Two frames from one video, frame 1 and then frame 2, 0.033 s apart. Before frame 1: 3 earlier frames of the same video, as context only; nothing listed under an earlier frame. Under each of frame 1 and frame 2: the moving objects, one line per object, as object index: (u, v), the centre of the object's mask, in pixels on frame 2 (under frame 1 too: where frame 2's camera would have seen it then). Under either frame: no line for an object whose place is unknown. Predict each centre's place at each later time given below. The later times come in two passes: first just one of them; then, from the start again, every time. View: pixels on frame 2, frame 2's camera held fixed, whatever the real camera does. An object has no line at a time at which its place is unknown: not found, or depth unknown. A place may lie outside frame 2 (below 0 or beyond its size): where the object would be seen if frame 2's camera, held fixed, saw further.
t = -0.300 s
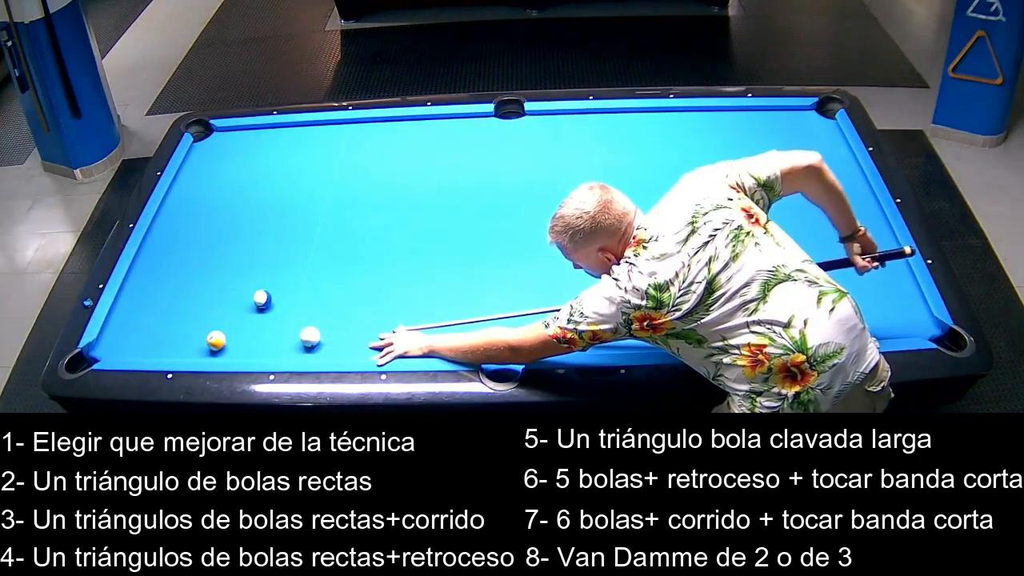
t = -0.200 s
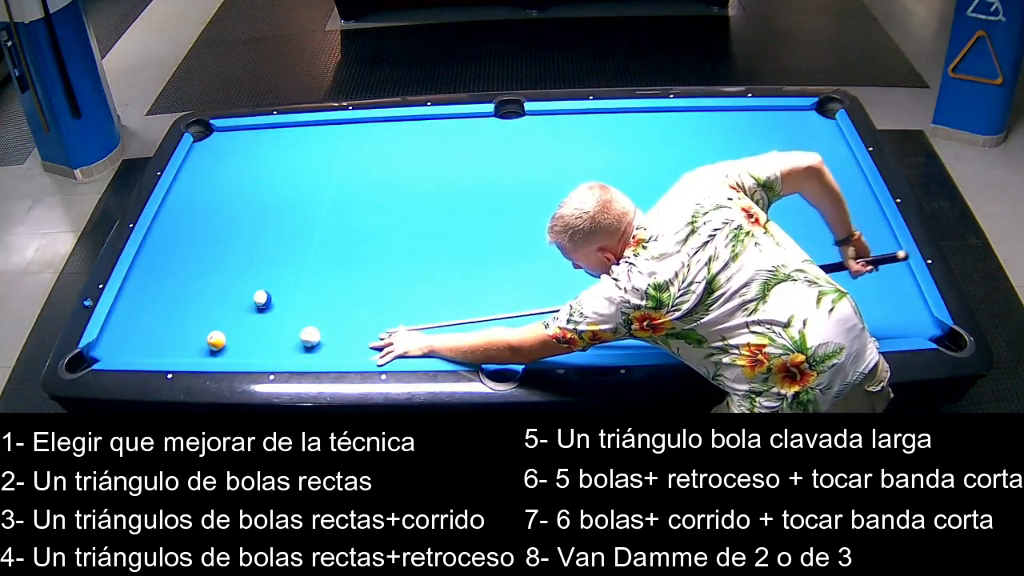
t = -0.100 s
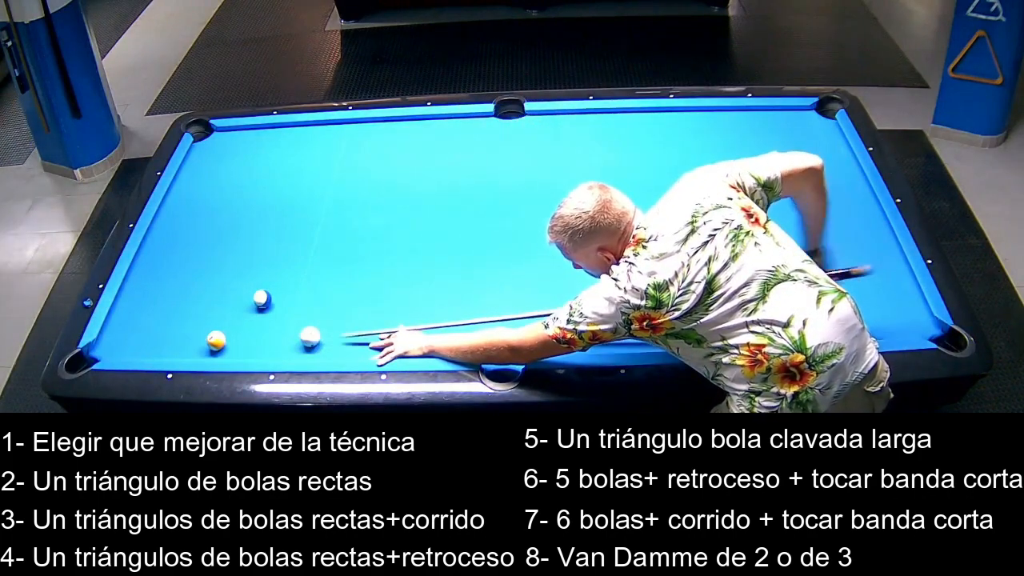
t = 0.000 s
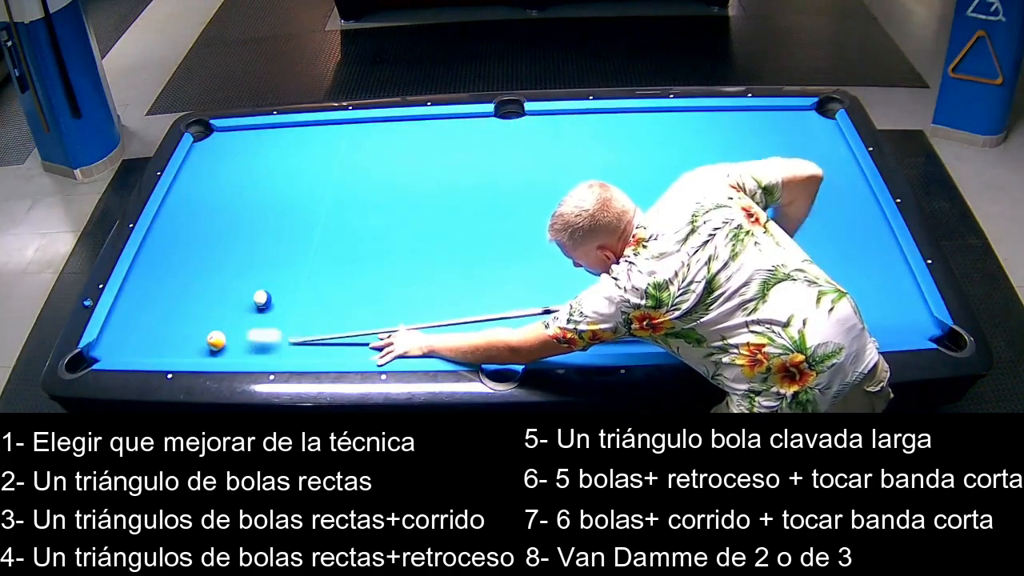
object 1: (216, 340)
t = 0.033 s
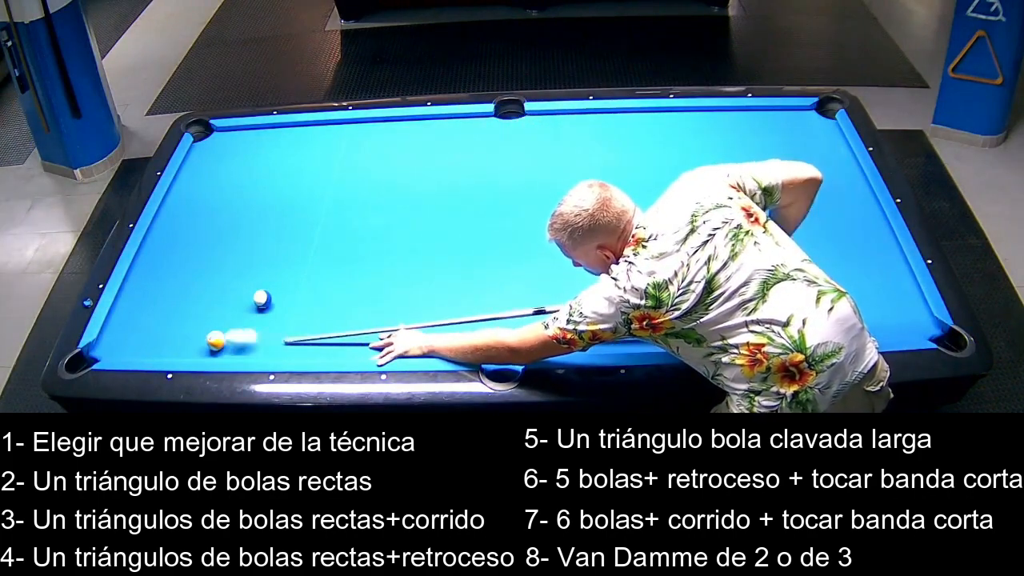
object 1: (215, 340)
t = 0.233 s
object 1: (108, 350)
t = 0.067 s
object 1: (201, 340)
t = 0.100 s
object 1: (179, 342)
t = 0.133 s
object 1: (160, 345)
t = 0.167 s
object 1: (142, 347)
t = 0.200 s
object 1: (124, 348)
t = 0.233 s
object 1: (108, 350)
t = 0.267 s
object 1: (91, 354)
